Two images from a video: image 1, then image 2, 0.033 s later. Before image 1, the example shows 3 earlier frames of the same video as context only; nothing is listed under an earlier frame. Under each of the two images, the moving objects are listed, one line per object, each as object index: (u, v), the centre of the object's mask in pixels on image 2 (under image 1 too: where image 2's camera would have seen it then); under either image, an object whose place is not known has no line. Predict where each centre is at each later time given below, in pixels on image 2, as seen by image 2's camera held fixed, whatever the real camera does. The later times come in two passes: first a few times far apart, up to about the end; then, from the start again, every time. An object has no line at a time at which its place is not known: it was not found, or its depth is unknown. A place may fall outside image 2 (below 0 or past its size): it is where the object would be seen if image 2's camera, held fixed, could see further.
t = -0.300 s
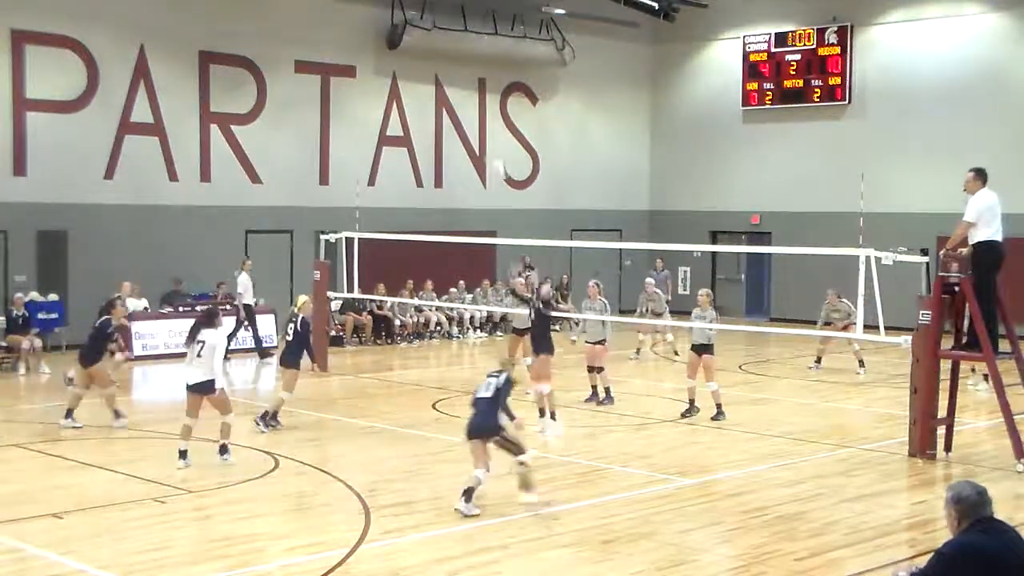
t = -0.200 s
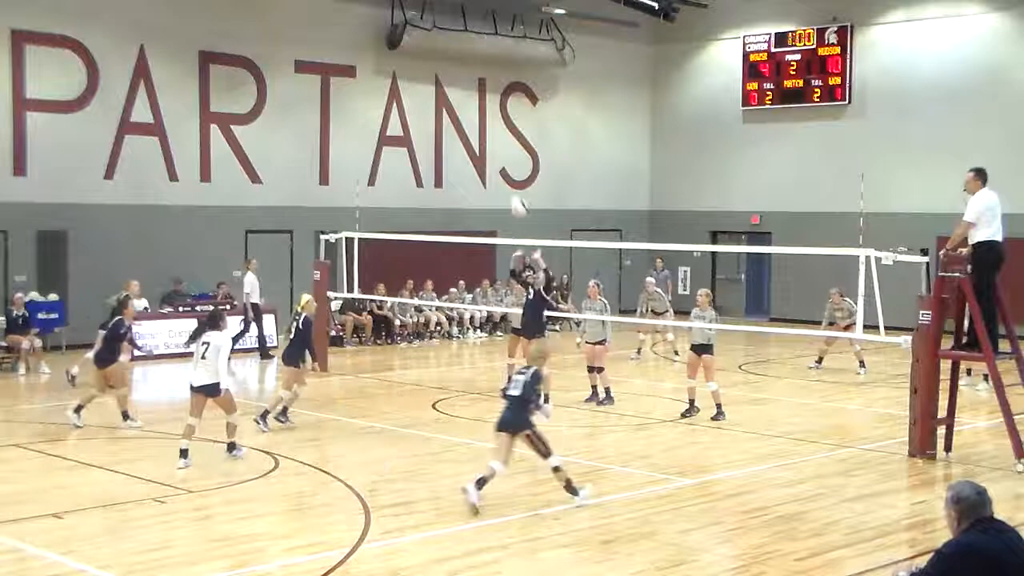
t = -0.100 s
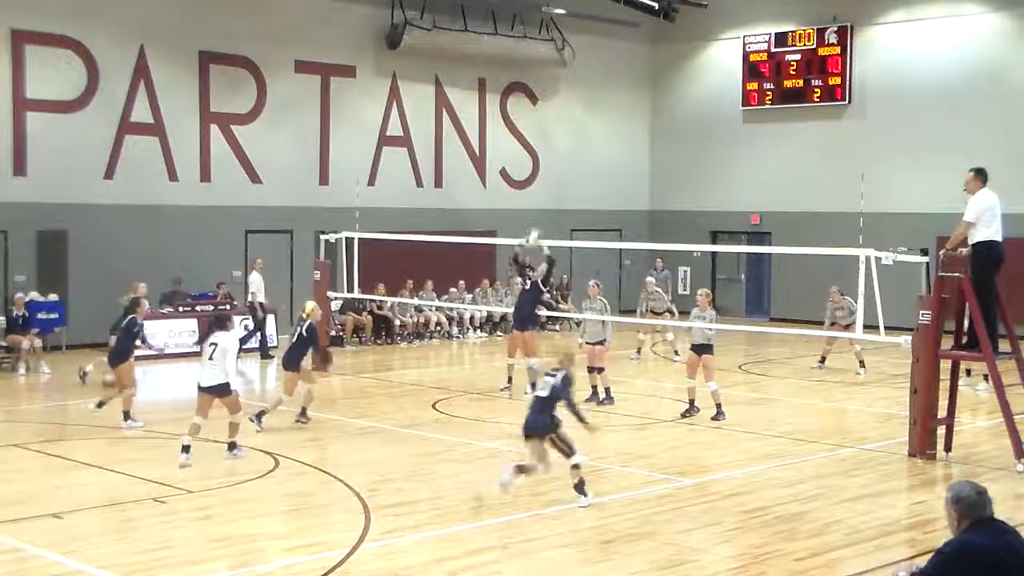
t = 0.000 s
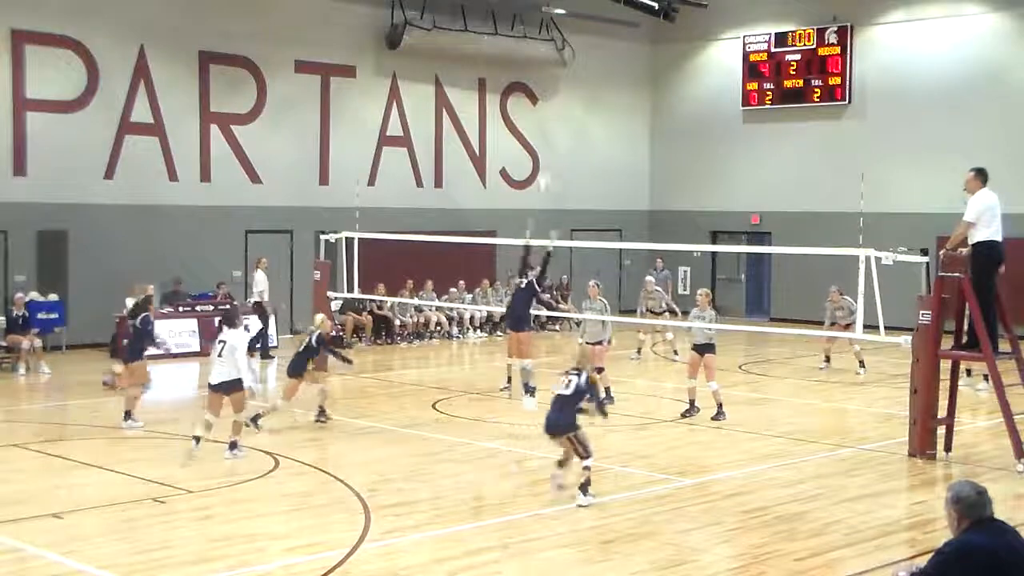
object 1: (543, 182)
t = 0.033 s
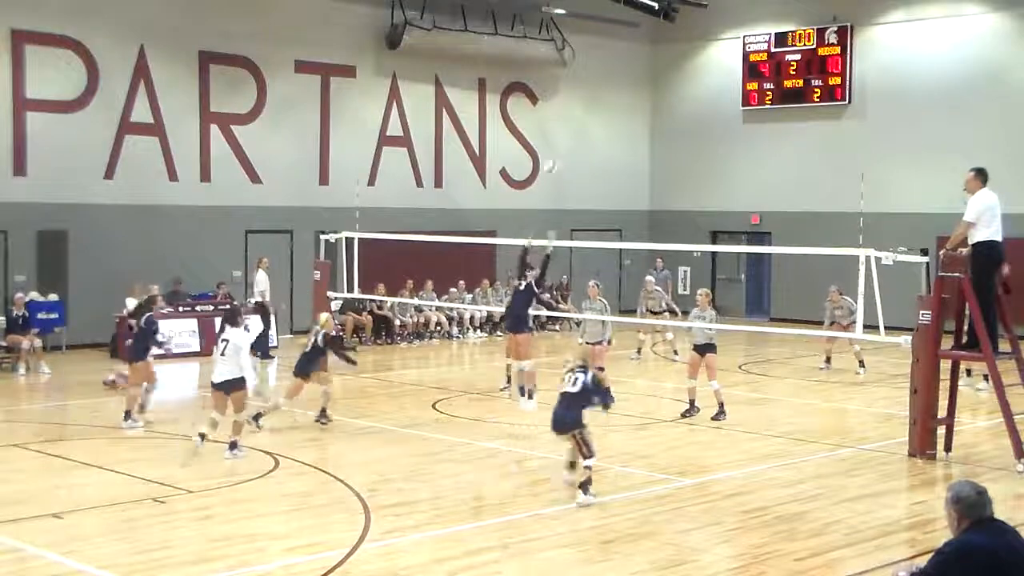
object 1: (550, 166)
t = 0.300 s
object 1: (580, 65)
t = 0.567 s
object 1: (608, 22)
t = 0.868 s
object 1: (637, 42)
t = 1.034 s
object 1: (652, 86)
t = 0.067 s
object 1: (555, 150)
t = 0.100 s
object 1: (556, 135)
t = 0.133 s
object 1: (560, 121)
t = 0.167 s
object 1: (565, 109)
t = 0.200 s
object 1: (568, 96)
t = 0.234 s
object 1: (572, 84)
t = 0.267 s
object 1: (576, 73)
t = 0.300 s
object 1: (580, 65)
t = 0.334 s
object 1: (584, 56)
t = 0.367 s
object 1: (587, 49)
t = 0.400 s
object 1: (590, 42)
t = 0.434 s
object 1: (593, 36)
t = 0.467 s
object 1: (597, 32)
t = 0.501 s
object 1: (601, 27)
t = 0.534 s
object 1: (604, 24)
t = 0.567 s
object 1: (608, 22)
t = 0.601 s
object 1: (611, 21)
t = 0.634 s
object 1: (614, 21)
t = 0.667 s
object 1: (617, 21)
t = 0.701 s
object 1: (621, 22)
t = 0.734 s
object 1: (625, 24)
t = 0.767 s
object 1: (628, 28)
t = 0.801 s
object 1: (631, 31)
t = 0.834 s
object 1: (634, 36)
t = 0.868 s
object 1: (637, 42)
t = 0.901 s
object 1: (641, 50)
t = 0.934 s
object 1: (643, 58)
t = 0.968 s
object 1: (646, 66)
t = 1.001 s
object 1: (649, 75)
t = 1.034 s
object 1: (652, 86)
